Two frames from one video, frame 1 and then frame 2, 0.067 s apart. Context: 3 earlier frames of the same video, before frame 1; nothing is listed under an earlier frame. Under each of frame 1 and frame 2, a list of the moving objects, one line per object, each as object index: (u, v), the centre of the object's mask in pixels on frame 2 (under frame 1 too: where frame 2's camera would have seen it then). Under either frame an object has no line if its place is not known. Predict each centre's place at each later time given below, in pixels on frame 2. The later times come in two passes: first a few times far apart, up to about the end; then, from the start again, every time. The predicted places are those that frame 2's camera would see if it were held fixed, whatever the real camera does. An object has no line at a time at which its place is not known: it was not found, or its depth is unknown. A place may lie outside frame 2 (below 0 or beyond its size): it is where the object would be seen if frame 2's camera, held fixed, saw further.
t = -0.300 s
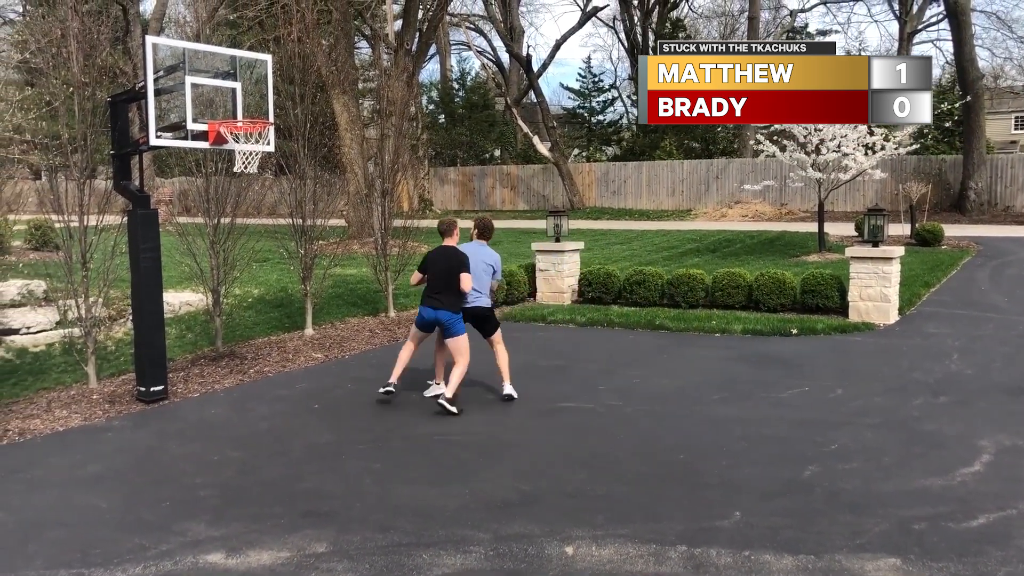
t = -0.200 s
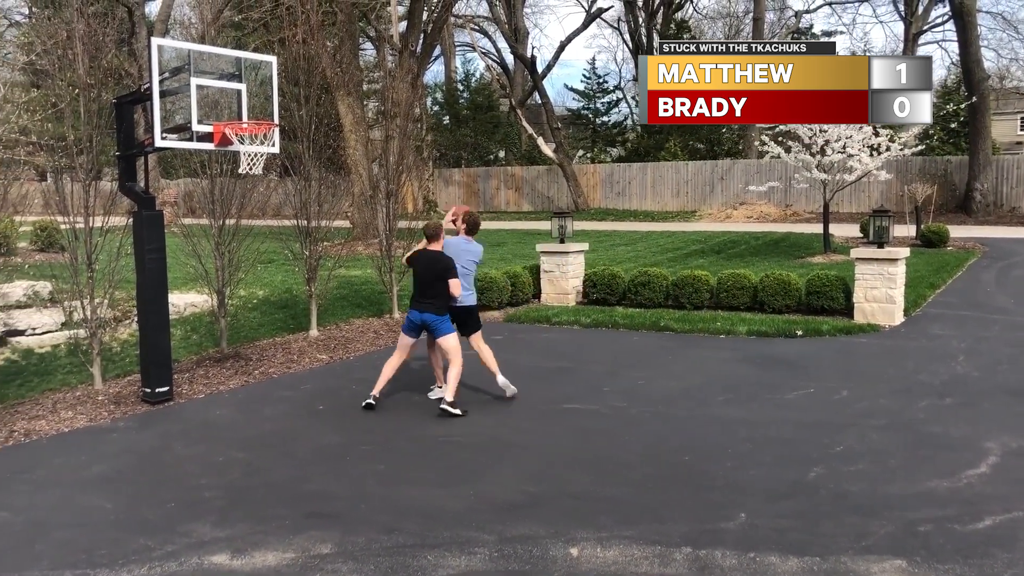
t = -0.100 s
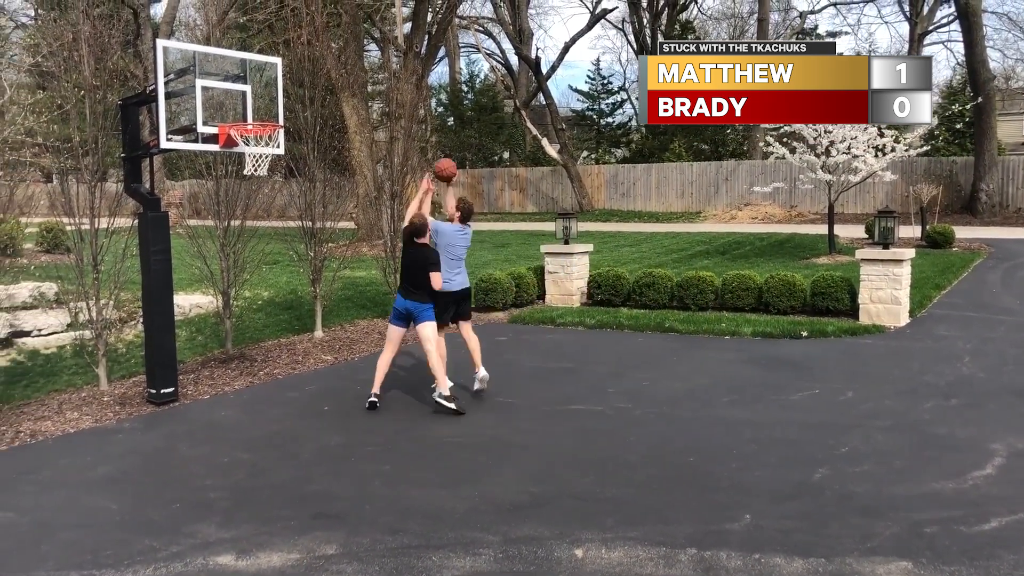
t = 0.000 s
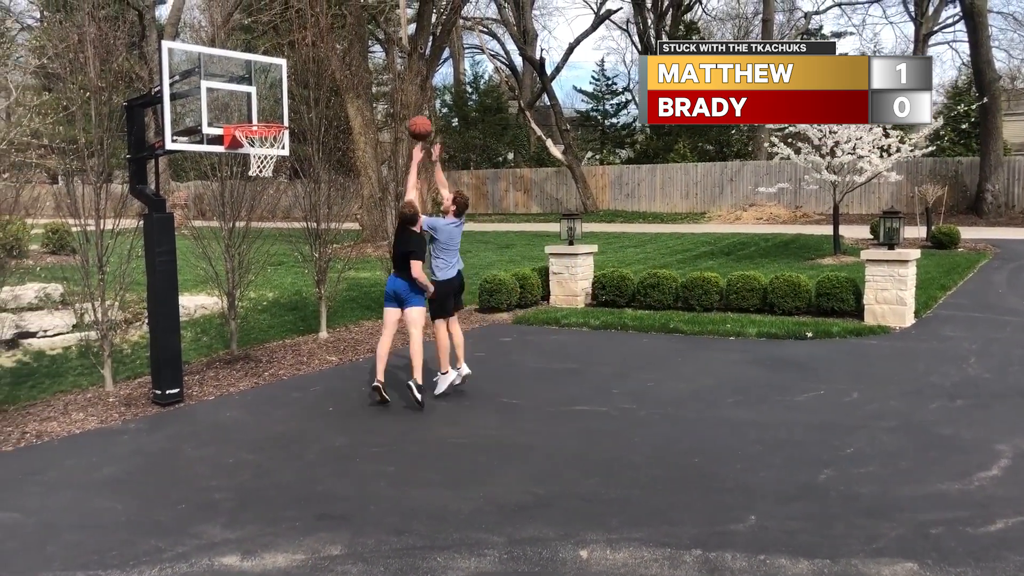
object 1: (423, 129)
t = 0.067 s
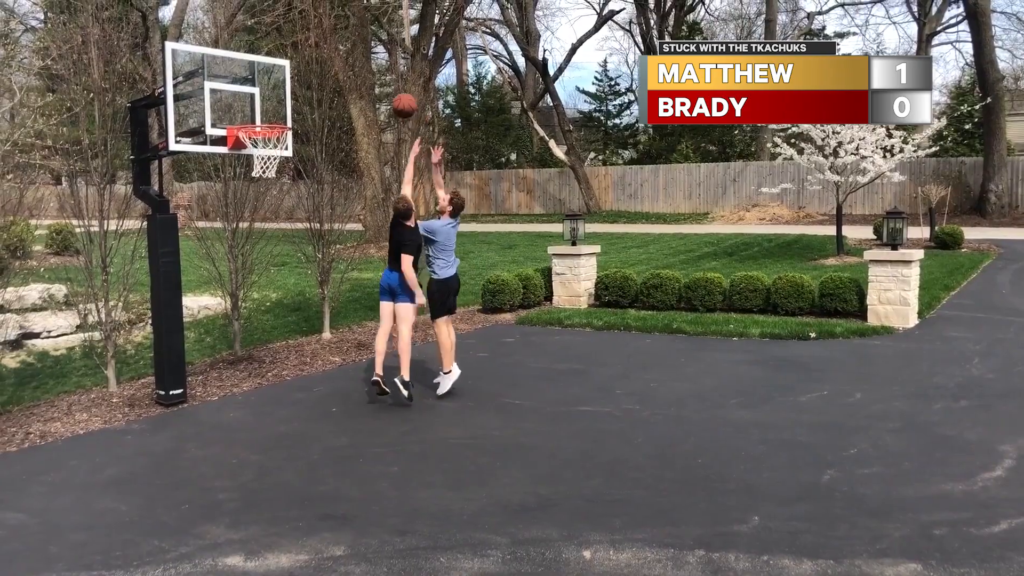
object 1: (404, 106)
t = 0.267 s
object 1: (347, 61)
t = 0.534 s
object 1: (279, 65)
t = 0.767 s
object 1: (280, 113)
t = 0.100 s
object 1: (395, 96)
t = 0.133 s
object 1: (385, 86)
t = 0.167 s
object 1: (376, 79)
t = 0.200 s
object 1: (366, 72)
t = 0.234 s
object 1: (357, 66)
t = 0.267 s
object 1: (347, 61)
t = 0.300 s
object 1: (338, 58)
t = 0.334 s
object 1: (329, 56)
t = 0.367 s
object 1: (319, 55)
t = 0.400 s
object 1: (310, 55)
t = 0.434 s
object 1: (301, 56)
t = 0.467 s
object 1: (291, 58)
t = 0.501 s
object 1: (282, 62)
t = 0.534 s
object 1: (279, 65)
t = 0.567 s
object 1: (279, 68)
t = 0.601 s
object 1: (280, 73)
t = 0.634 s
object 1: (279, 78)
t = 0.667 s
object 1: (280, 85)
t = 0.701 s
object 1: (280, 93)
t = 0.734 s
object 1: (280, 103)
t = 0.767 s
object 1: (280, 113)
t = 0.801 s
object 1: (279, 117)
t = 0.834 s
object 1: (272, 118)
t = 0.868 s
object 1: (265, 121)
